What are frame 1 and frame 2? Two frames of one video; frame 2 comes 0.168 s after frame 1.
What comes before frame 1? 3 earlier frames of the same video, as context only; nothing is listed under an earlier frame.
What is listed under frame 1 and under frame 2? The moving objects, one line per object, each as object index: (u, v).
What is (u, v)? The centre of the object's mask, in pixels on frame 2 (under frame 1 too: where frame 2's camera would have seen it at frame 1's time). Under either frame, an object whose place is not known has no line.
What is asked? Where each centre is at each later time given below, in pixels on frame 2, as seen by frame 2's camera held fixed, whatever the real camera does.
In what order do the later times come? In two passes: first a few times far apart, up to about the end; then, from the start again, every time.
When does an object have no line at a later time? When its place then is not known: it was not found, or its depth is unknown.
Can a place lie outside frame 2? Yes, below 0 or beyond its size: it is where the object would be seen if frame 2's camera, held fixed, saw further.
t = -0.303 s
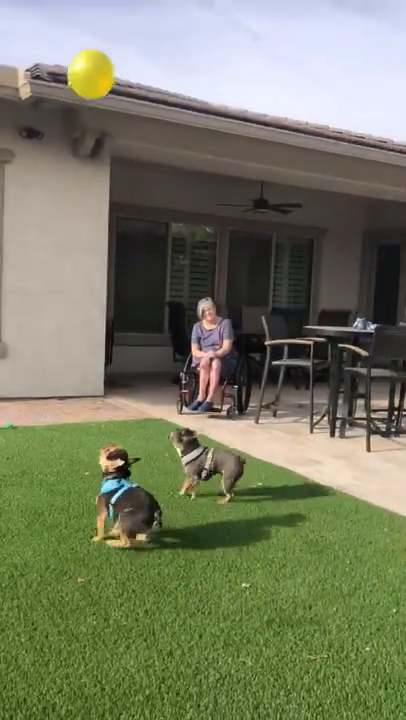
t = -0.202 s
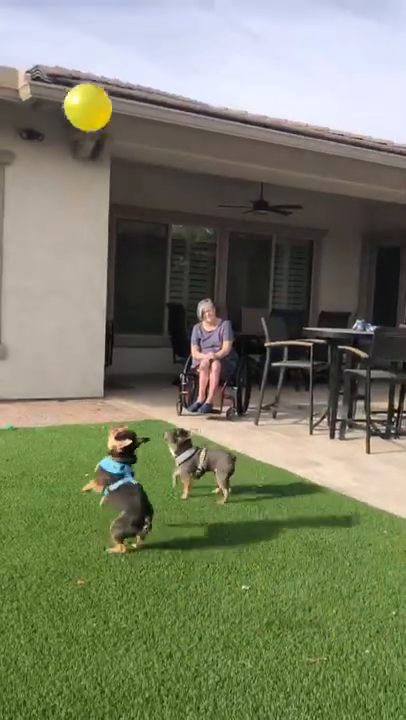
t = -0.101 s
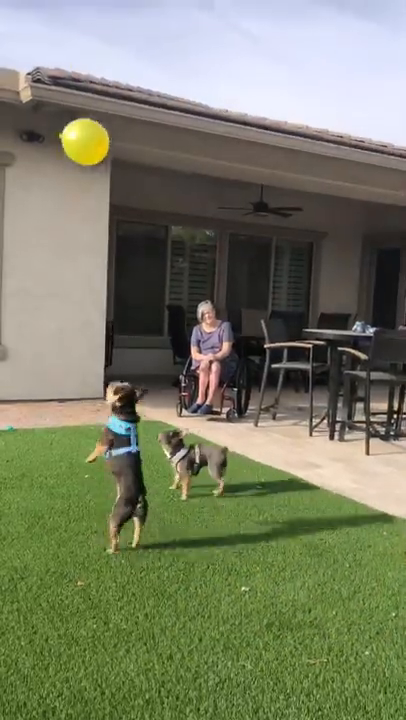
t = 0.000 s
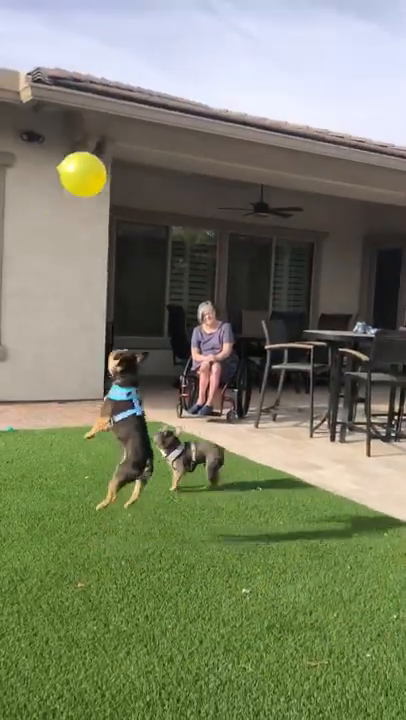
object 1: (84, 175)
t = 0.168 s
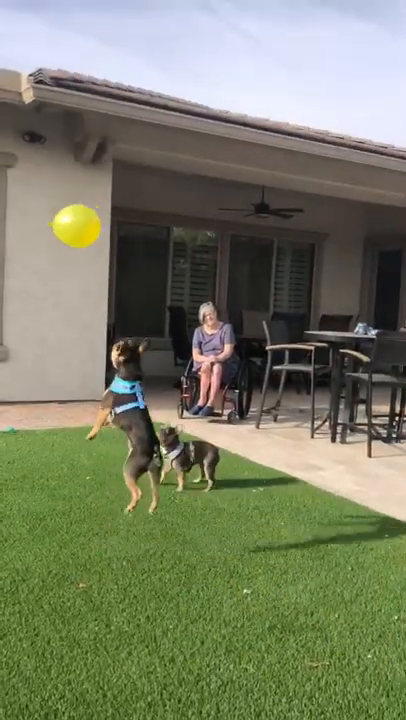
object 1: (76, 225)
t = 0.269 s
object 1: (70, 254)
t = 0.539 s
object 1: (50, 324)
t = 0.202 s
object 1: (75, 235)
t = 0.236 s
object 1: (72, 244)
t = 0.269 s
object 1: (70, 254)
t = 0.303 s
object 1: (67, 262)
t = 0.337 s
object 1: (65, 271)
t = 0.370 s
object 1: (63, 280)
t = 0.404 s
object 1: (61, 289)
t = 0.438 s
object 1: (58, 298)
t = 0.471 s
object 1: (55, 307)
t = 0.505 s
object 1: (52, 315)
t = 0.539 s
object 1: (50, 324)
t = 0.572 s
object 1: (47, 333)
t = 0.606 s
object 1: (44, 342)
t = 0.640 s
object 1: (41, 350)
